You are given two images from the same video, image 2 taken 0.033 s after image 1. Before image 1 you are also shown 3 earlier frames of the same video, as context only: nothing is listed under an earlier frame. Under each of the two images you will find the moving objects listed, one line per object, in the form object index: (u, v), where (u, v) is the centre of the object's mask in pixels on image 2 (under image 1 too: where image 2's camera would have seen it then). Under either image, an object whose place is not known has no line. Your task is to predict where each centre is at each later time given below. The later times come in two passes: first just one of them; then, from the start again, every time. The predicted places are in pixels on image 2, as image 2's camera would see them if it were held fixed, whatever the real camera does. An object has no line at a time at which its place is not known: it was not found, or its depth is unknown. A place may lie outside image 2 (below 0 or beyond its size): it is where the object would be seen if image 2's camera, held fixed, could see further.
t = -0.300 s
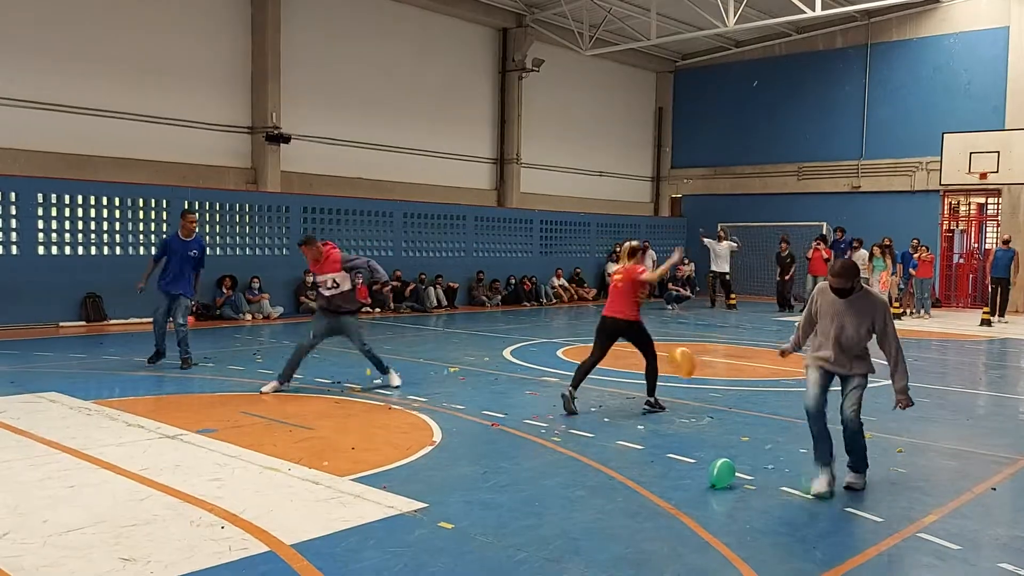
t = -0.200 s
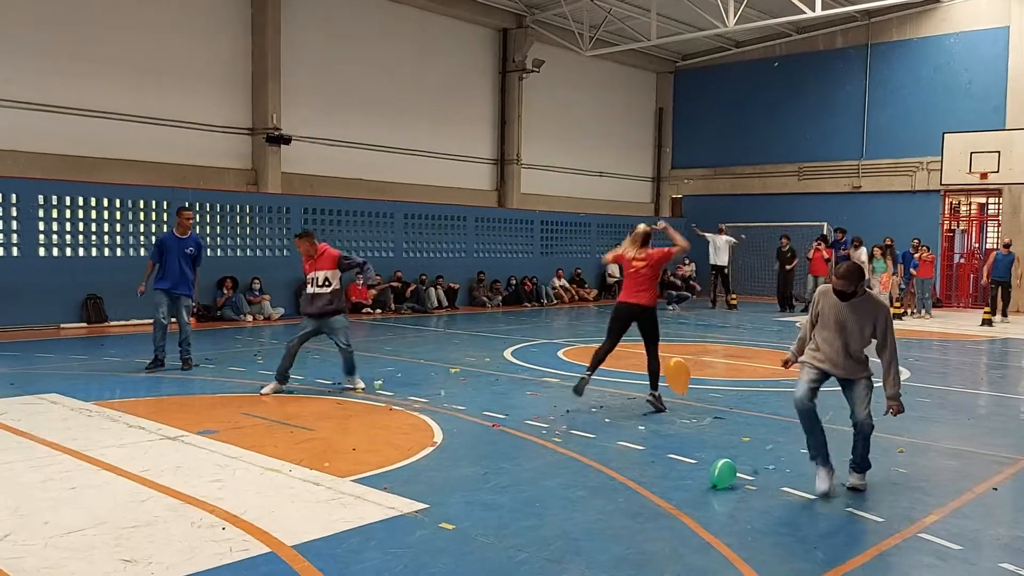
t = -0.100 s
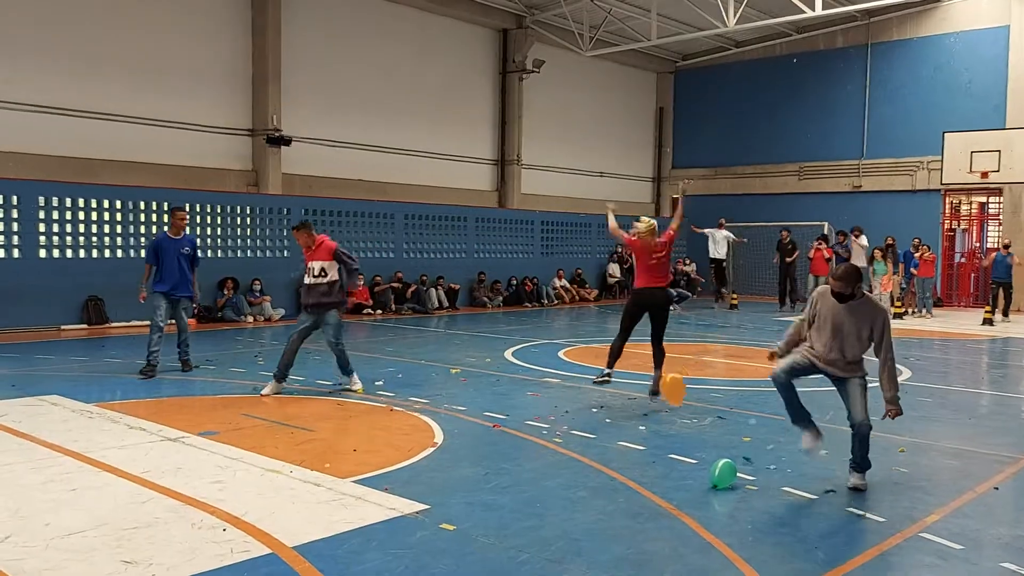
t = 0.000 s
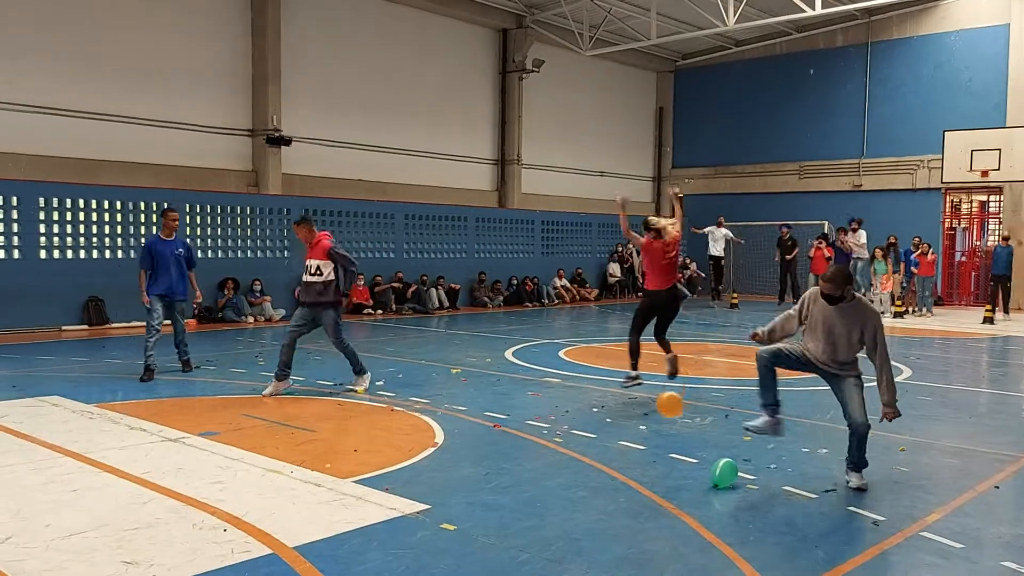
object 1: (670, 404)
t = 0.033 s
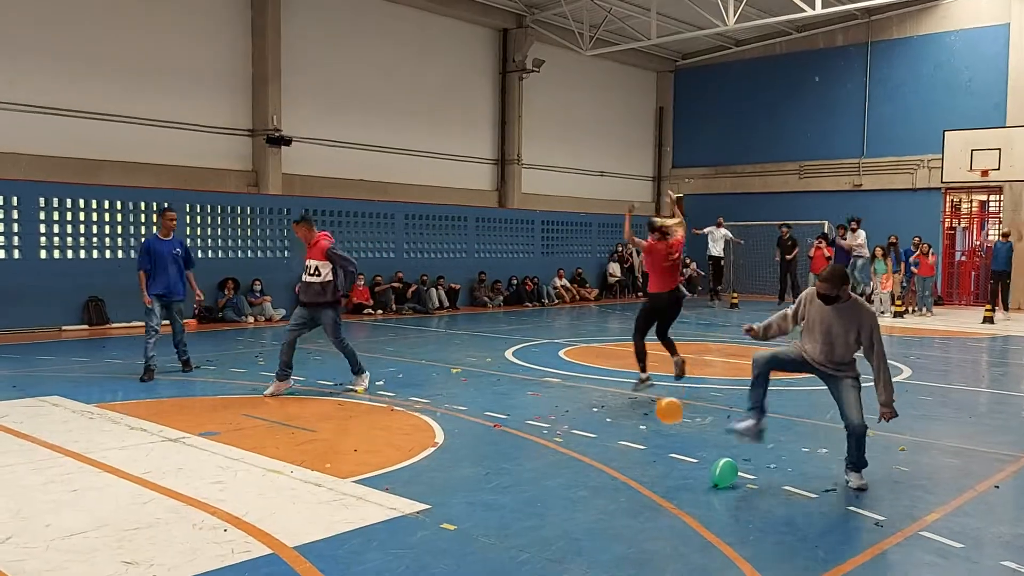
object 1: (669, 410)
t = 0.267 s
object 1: (670, 453)
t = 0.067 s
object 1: (669, 416)
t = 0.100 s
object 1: (668, 423)
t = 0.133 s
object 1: (667, 428)
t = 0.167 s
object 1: (668, 434)
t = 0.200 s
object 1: (668, 440)
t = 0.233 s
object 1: (669, 446)
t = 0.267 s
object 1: (670, 453)
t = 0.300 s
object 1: (671, 459)
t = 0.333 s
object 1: (671, 466)
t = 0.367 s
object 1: (671, 469)
